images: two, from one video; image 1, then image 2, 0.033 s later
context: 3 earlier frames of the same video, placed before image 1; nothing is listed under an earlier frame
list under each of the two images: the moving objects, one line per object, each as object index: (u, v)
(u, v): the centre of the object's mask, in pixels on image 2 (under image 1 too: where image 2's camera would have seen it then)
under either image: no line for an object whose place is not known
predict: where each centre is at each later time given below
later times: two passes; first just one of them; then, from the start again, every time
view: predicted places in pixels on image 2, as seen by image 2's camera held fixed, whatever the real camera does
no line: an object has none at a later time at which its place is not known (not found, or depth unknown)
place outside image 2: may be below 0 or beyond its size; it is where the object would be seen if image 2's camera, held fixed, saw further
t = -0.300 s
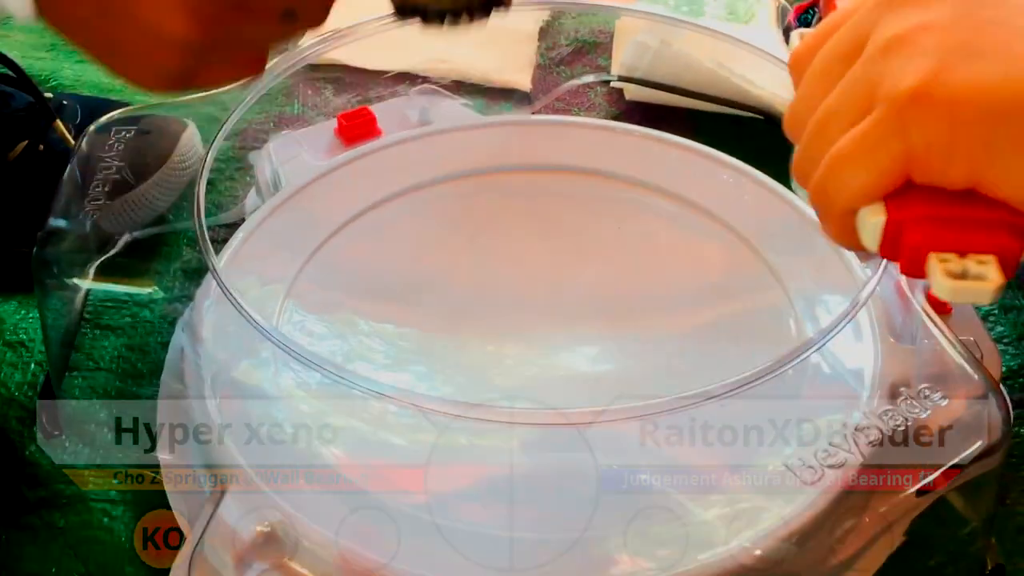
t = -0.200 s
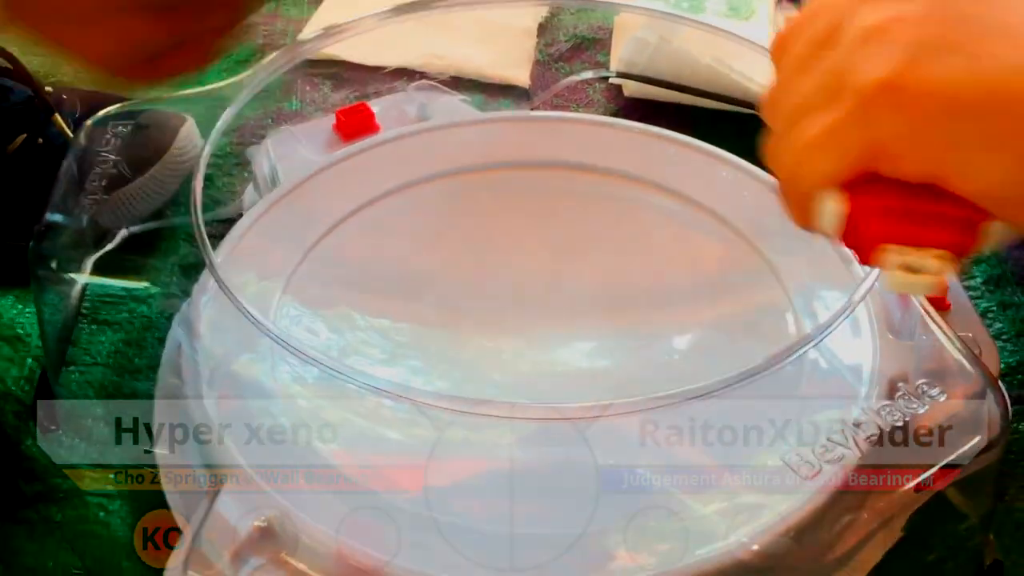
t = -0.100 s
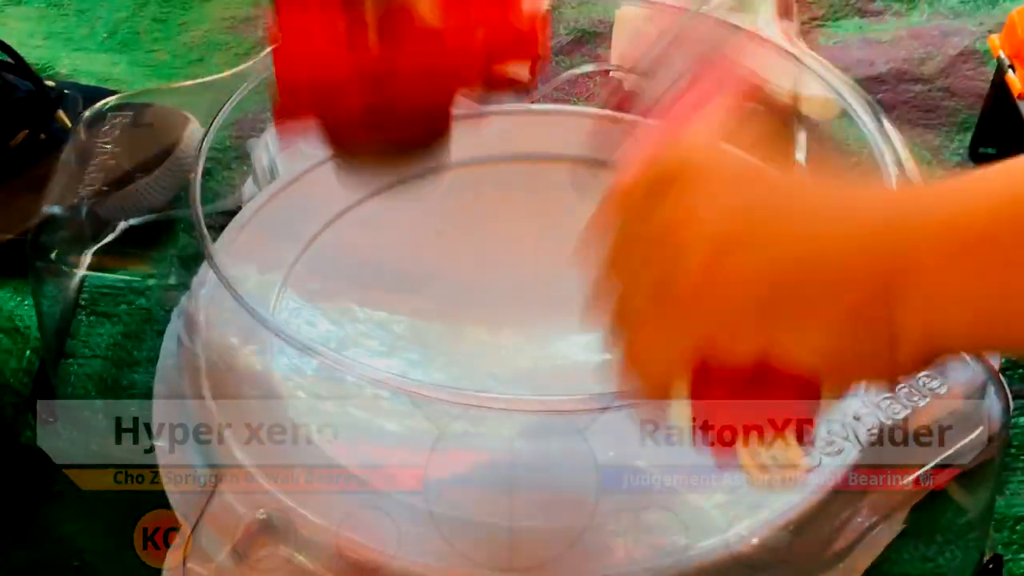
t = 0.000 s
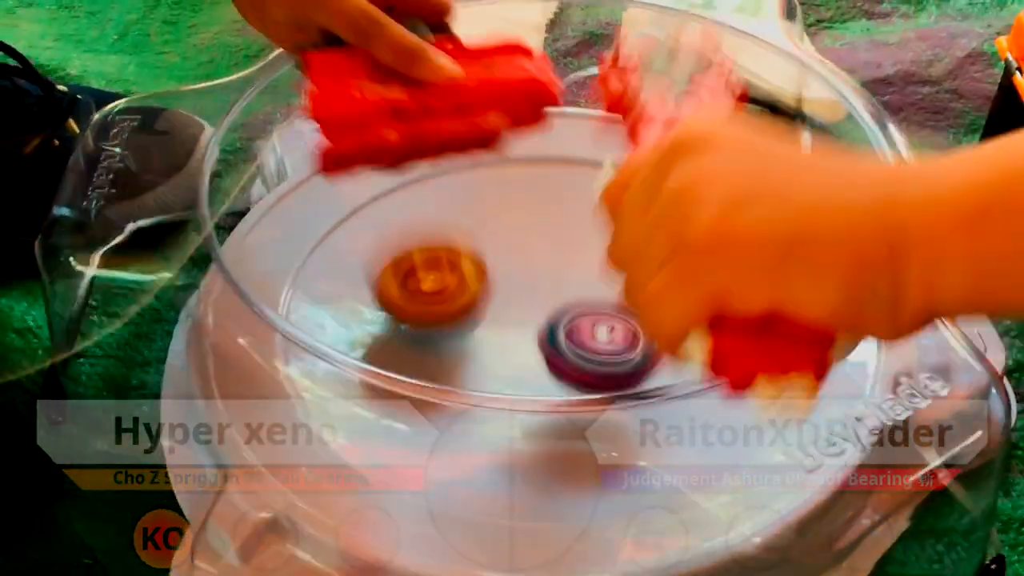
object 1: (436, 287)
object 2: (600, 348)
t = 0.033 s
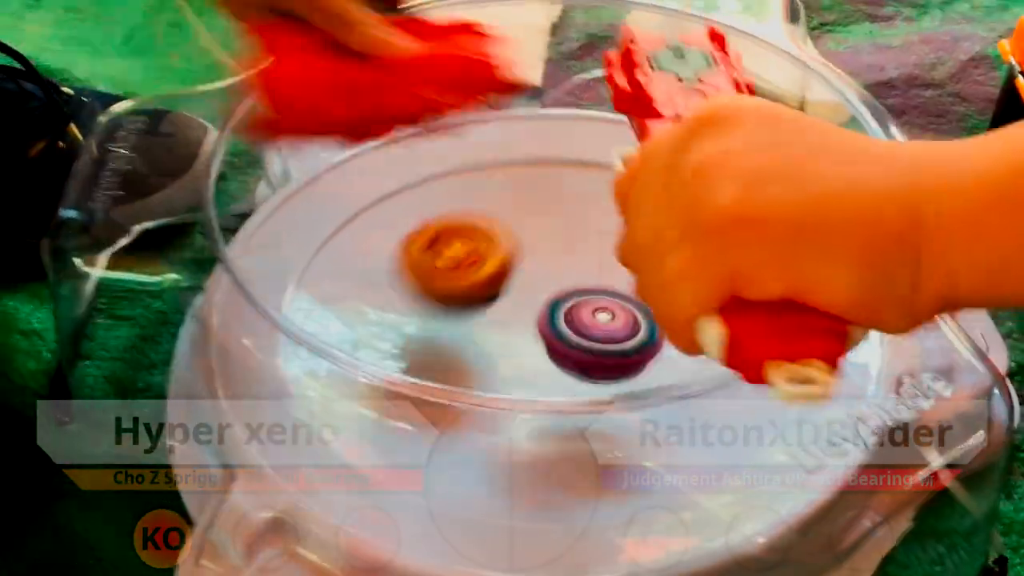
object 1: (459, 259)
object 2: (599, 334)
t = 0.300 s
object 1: (662, 214)
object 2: (542, 334)
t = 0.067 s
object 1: (482, 235)
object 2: (595, 332)
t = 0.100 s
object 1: (506, 228)
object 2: (592, 346)
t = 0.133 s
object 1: (529, 239)
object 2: (585, 356)
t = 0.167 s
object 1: (554, 262)
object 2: (581, 349)
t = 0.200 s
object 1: (581, 250)
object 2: (579, 342)
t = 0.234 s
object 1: (607, 246)
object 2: (574, 333)
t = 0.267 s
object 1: (634, 231)
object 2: (559, 333)
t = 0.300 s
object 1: (662, 214)
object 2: (542, 334)
